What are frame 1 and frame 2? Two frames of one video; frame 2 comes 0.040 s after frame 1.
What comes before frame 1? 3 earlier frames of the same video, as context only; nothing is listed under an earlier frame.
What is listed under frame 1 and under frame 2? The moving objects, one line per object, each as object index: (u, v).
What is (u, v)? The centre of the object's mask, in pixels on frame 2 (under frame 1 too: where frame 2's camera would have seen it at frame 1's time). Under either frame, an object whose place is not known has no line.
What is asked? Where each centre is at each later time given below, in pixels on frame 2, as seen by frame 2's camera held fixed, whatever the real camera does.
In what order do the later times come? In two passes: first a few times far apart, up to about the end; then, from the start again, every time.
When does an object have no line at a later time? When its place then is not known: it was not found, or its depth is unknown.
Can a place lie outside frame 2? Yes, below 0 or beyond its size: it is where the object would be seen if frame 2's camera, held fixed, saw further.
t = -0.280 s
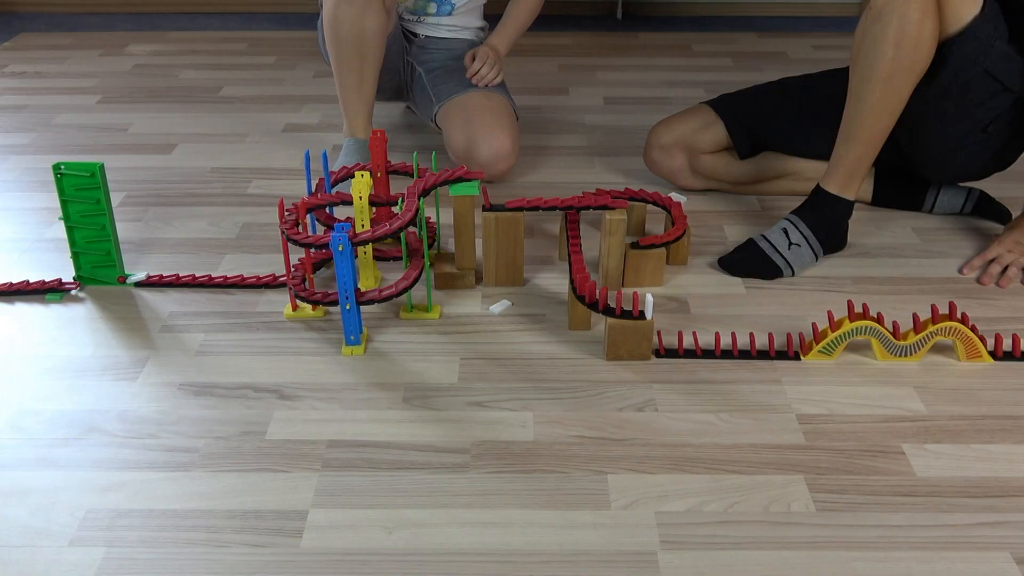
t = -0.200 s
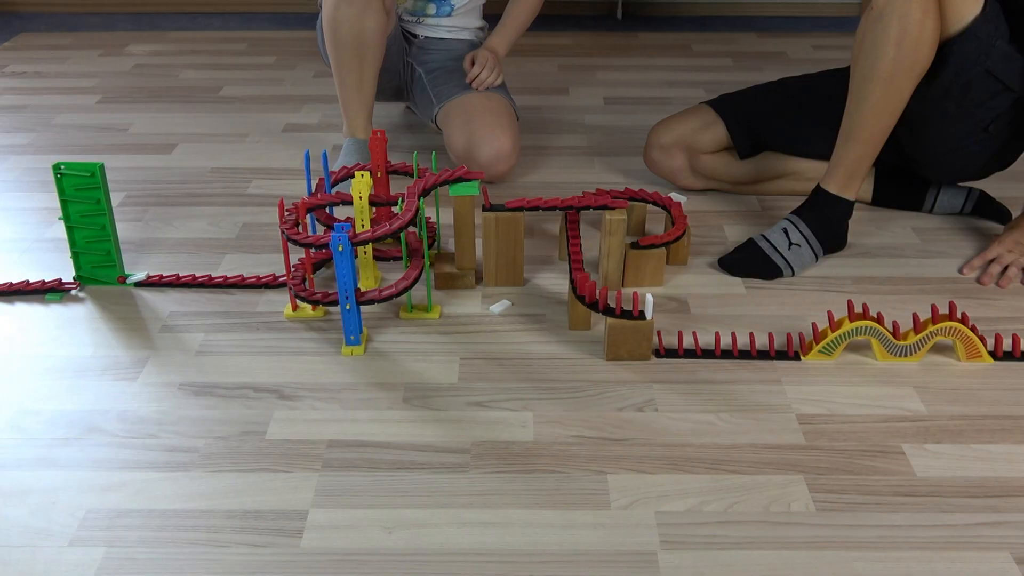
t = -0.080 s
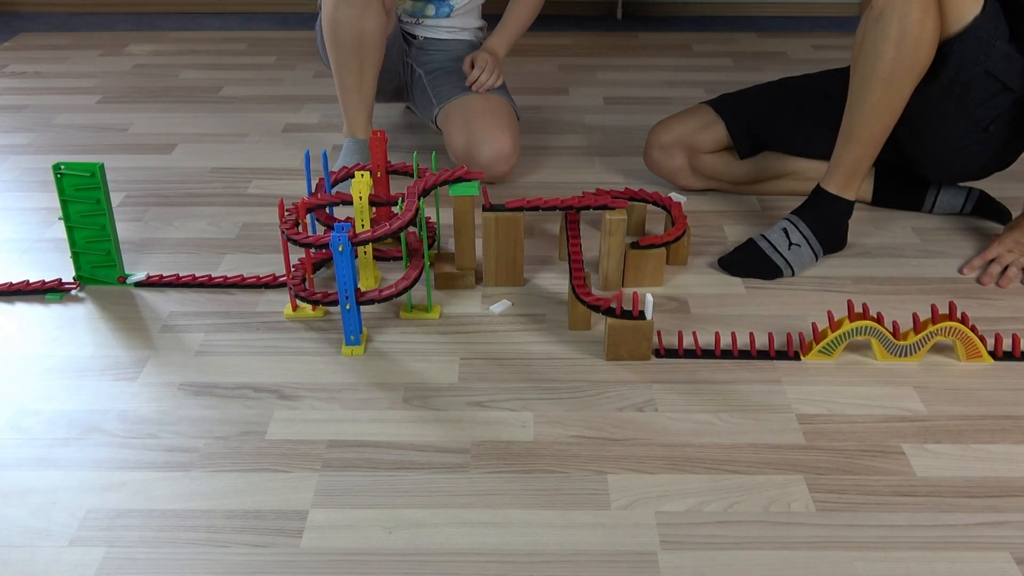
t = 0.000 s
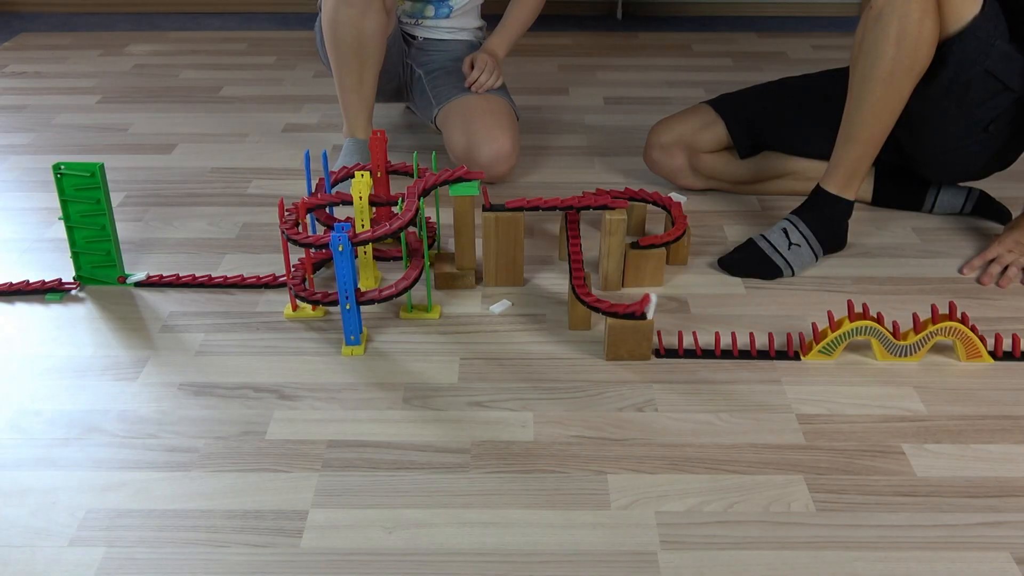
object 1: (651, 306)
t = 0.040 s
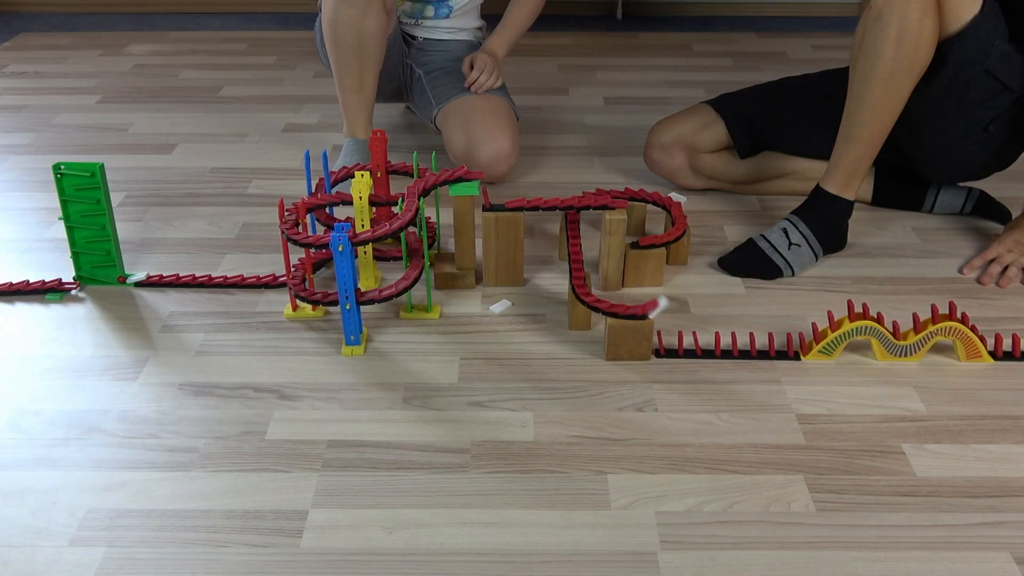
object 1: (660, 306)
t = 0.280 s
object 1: (682, 354)
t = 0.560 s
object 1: (678, 370)
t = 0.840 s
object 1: (678, 370)
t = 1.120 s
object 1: (678, 371)
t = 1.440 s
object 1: (678, 371)
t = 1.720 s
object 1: (678, 371)
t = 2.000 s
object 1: (678, 371)
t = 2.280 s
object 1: (678, 371)
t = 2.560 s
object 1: (678, 371)
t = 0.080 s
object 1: (669, 316)
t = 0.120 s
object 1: (674, 331)
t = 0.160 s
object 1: (677, 346)
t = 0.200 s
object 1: (682, 344)
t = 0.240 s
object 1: (685, 349)
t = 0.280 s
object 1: (682, 354)
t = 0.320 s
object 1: (680, 360)
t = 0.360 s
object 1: (679, 366)
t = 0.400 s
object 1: (678, 368)
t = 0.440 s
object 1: (678, 370)
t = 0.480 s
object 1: (678, 370)
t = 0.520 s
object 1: (678, 370)
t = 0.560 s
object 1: (678, 370)
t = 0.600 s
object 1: (678, 370)
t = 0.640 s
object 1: (678, 370)
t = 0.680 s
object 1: (678, 370)
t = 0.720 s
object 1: (678, 370)
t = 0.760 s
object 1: (678, 370)
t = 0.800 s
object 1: (678, 370)
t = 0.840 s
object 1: (678, 370)
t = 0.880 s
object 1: (678, 371)
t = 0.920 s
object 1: (678, 371)
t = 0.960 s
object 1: (678, 371)
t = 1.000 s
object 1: (678, 371)
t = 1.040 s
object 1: (678, 371)
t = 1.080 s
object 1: (678, 371)
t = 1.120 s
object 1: (678, 371)
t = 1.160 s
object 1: (678, 371)
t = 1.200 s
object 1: (678, 371)
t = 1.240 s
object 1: (678, 371)
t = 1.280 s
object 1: (678, 371)
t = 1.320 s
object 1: (678, 371)
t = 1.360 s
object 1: (678, 371)
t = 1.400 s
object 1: (678, 371)
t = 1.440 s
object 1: (678, 371)
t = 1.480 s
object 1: (678, 371)
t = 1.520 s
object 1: (678, 371)
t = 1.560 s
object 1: (678, 371)
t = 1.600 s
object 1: (678, 371)
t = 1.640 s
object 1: (678, 371)
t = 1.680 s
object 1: (678, 371)
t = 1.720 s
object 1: (678, 371)
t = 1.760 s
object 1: (678, 371)
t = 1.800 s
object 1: (678, 371)
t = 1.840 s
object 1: (678, 371)
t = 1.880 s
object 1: (678, 371)
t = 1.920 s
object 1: (678, 371)
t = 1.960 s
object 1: (678, 371)
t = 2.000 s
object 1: (678, 371)
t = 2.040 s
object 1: (678, 371)
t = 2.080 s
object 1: (678, 371)
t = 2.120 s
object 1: (678, 371)
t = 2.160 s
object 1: (678, 371)
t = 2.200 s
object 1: (678, 371)
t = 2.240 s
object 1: (678, 371)
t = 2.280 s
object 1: (678, 371)
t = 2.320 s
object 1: (678, 371)
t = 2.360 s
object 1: (678, 371)
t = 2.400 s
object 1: (678, 371)
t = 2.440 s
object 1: (678, 371)
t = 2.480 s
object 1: (678, 371)
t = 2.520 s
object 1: (678, 371)
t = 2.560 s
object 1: (678, 371)
